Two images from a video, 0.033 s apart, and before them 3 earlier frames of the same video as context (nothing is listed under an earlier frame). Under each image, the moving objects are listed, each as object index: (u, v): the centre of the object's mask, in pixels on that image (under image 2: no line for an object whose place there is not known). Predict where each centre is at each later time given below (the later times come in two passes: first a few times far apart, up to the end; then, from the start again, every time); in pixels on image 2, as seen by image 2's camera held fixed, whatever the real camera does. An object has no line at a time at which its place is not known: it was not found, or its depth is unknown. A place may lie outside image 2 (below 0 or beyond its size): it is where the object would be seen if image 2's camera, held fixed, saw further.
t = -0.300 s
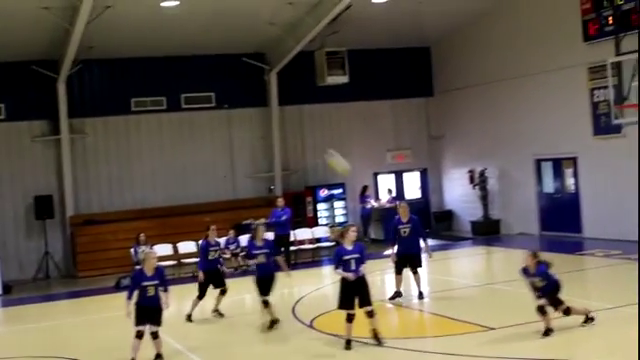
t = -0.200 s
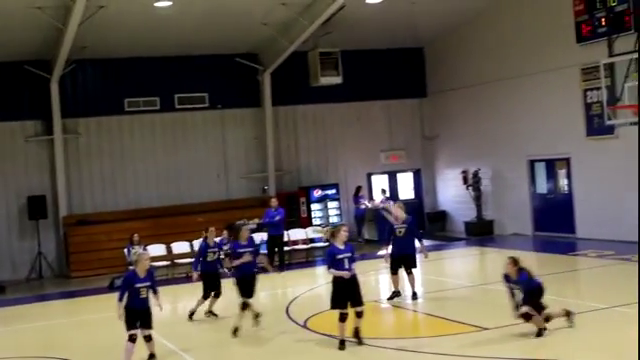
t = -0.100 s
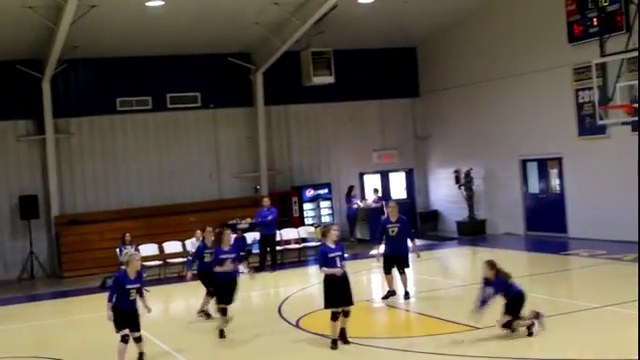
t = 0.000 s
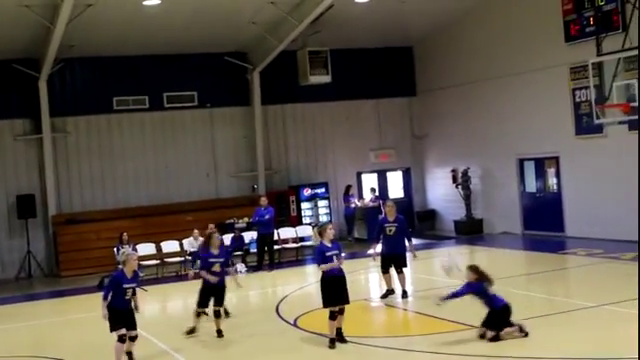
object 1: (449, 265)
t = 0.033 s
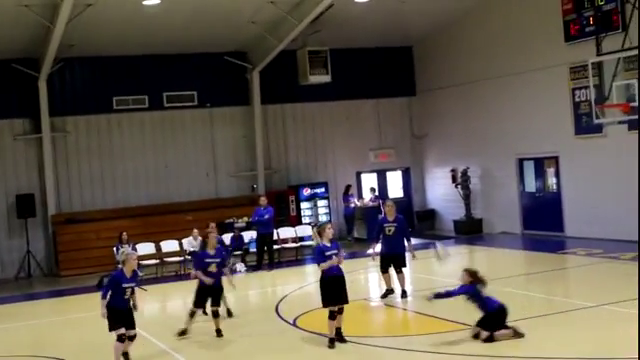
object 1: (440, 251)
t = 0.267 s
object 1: (377, 175)
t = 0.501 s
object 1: (304, 131)
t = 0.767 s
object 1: (222, 137)
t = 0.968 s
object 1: (153, 188)
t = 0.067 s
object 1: (430, 238)
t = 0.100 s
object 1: (421, 227)
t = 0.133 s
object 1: (412, 216)
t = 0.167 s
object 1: (404, 206)
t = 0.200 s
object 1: (396, 199)
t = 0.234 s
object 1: (382, 184)
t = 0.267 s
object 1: (377, 175)
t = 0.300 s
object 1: (363, 164)
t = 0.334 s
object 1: (354, 158)
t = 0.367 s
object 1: (343, 151)
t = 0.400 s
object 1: (333, 145)
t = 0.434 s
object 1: (324, 140)
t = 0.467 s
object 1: (314, 135)
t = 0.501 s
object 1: (304, 131)
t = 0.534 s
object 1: (293, 129)
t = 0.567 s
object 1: (283, 127)
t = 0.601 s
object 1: (271, 126)
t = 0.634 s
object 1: (260, 126)
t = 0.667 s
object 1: (250, 128)
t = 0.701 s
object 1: (238, 129)
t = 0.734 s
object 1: (229, 133)
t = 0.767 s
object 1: (222, 137)
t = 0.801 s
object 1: (211, 143)
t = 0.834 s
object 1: (198, 150)
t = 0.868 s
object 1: (187, 157)
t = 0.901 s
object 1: (175, 166)
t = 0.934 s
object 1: (164, 177)
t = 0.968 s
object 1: (153, 188)
